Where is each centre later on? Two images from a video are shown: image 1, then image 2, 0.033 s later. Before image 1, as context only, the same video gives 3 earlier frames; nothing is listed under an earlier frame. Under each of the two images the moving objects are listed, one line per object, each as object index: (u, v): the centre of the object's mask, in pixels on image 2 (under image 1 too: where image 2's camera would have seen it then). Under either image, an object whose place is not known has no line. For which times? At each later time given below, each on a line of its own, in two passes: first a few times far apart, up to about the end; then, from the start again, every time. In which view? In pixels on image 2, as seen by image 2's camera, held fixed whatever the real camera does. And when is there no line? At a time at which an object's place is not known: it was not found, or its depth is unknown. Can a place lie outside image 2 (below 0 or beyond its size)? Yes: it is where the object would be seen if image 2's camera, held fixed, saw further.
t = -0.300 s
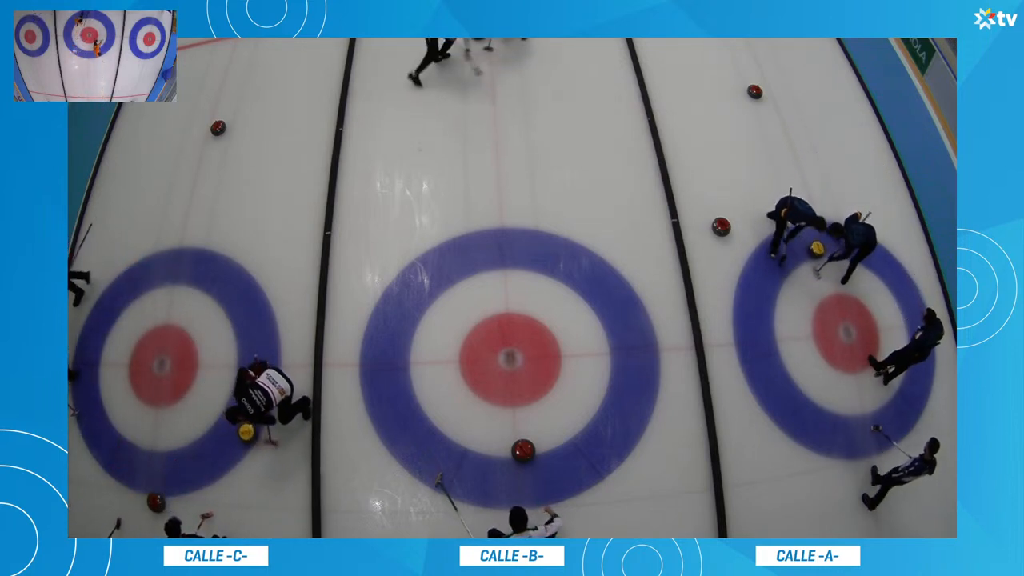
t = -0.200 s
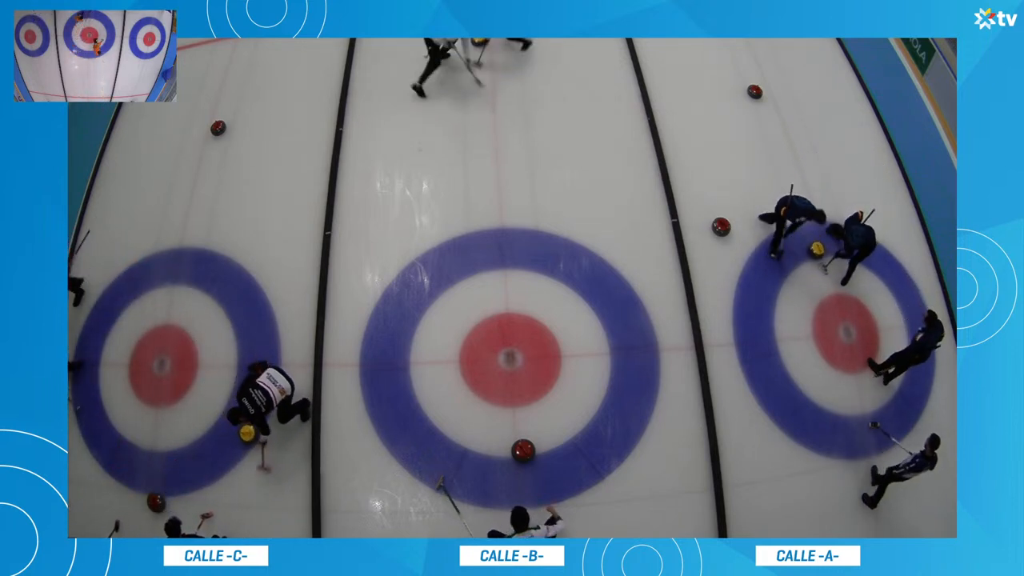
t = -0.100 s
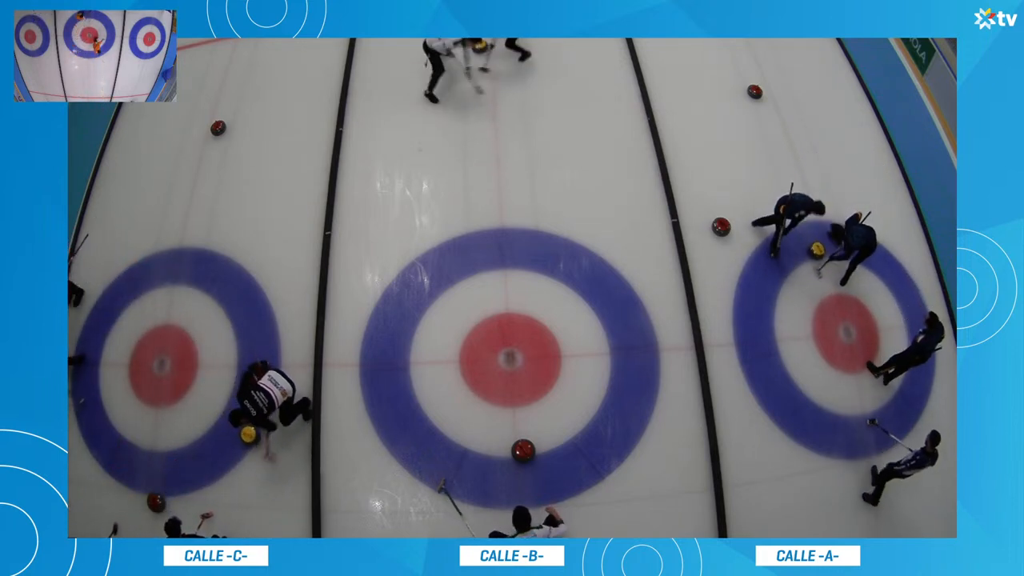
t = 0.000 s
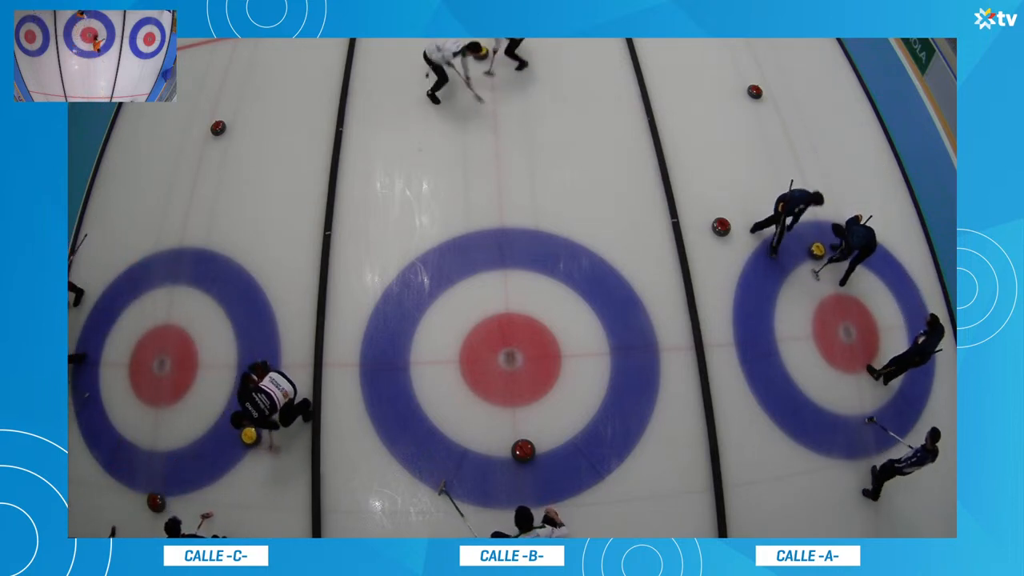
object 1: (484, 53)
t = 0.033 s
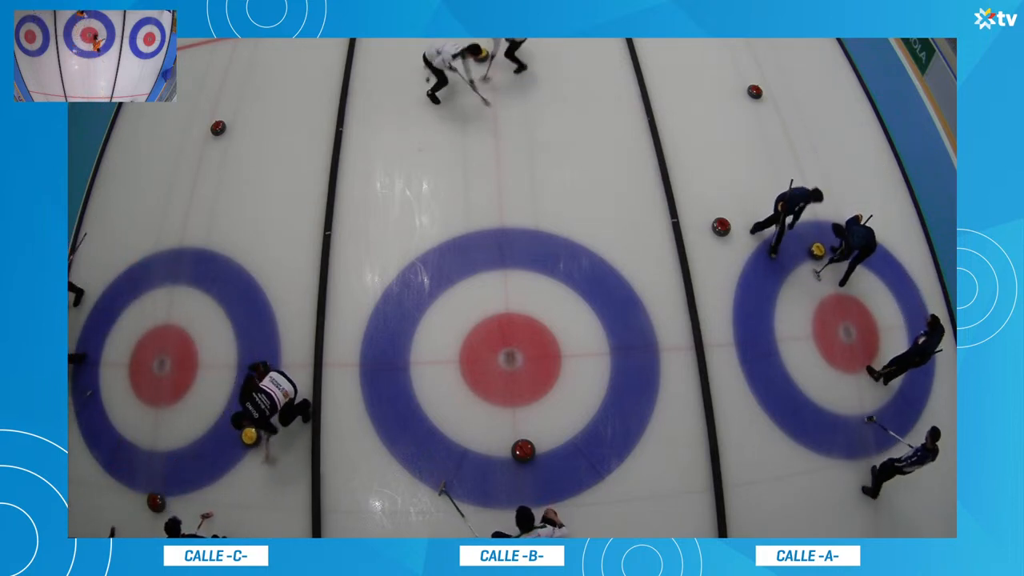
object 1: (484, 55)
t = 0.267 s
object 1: (486, 71)
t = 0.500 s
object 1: (489, 88)
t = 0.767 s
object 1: (490, 107)
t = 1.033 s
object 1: (491, 128)
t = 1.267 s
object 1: (492, 150)
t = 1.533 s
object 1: (495, 174)
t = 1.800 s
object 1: (498, 199)
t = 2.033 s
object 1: (502, 222)
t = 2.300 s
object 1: (506, 250)
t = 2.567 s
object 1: (509, 278)
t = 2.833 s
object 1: (514, 306)
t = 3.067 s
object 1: (518, 332)
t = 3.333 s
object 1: (522, 363)
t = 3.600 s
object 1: (527, 393)
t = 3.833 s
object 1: (532, 420)
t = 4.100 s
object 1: (541, 433)
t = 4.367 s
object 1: (552, 439)
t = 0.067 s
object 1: (484, 57)
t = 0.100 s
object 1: (485, 59)
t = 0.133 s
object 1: (485, 62)
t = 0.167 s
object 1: (486, 64)
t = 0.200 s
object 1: (486, 67)
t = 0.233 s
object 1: (486, 69)
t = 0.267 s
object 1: (486, 71)
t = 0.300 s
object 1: (487, 73)
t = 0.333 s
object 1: (487, 75)
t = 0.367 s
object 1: (488, 77)
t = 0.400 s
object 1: (488, 80)
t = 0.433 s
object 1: (489, 83)
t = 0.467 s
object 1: (489, 86)
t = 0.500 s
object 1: (489, 88)
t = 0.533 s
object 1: (489, 89)
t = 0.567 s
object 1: (489, 91)
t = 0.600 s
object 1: (488, 93)
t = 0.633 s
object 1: (488, 95)
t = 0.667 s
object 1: (489, 99)
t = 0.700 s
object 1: (490, 102)
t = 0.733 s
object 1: (490, 104)
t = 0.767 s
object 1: (490, 107)
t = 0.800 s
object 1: (490, 109)
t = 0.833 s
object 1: (490, 111)
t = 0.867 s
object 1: (490, 114)
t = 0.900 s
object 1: (491, 117)
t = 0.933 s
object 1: (492, 120)
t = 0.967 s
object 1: (492, 122)
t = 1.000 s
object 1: (492, 125)
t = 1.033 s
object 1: (491, 128)
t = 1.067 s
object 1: (491, 130)
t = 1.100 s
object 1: (492, 134)
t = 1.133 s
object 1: (492, 137)
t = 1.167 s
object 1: (492, 140)
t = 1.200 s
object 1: (492, 144)
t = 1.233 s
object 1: (492, 147)
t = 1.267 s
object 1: (492, 150)
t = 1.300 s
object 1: (492, 153)
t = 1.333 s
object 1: (493, 156)
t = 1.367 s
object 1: (493, 159)
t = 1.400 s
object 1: (493, 162)
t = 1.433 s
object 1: (494, 166)
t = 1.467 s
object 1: (494, 168)
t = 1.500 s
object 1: (495, 171)
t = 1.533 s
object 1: (495, 174)
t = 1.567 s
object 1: (496, 176)
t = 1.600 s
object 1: (496, 180)
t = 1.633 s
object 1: (496, 183)
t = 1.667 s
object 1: (496, 186)
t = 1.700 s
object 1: (497, 188)
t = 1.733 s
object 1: (497, 192)
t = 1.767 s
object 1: (498, 195)
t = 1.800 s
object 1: (498, 199)
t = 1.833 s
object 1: (499, 202)
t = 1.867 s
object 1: (499, 205)
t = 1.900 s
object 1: (499, 208)
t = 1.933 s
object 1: (500, 212)
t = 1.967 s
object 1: (500, 215)
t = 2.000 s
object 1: (501, 218)
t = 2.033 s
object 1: (502, 222)
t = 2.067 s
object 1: (502, 226)
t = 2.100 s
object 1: (503, 229)
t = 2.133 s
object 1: (503, 233)
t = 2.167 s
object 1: (504, 236)
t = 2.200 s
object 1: (504, 239)
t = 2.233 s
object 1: (505, 243)
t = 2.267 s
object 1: (505, 246)
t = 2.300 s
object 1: (506, 250)
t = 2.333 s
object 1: (506, 254)
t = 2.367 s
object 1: (507, 257)
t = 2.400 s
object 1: (507, 260)
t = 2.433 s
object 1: (507, 264)
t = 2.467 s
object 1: (508, 268)
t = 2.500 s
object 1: (509, 271)
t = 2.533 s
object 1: (509, 275)
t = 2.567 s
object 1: (509, 278)
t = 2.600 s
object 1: (509, 282)
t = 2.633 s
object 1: (510, 285)
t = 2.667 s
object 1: (511, 289)
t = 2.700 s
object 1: (511, 292)
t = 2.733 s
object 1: (511, 296)
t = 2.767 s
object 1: (512, 300)
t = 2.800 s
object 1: (513, 303)
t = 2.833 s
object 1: (514, 306)
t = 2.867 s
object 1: (514, 309)
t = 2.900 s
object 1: (515, 313)
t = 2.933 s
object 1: (516, 317)
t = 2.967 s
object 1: (516, 321)
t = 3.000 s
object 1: (517, 324)
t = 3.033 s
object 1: (517, 328)
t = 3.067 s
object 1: (518, 332)
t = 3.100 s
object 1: (518, 336)
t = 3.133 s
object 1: (519, 340)
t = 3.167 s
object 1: (520, 343)
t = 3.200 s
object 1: (520, 347)
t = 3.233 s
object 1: (521, 351)
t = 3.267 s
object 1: (521, 355)
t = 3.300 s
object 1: (522, 359)
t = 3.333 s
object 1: (522, 363)
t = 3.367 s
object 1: (523, 366)
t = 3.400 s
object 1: (524, 370)
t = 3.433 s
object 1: (524, 374)
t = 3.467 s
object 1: (525, 378)
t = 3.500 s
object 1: (525, 382)
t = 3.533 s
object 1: (526, 385)
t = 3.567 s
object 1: (527, 390)
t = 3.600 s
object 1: (527, 393)
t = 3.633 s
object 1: (528, 397)
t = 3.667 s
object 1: (528, 401)
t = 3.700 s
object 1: (529, 405)
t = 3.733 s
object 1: (530, 409)
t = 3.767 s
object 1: (530, 412)
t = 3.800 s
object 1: (531, 416)
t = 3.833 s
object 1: (532, 420)
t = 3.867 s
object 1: (532, 424)
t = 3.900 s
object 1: (533, 428)
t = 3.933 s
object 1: (534, 430)
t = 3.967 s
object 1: (535, 430)
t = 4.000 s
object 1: (537, 431)
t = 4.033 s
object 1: (538, 432)
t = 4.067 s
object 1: (540, 432)
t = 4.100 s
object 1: (541, 433)
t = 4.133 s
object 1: (542, 434)
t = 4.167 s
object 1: (544, 435)
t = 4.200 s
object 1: (545, 435)
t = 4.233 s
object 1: (546, 436)
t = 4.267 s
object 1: (548, 437)
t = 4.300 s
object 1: (549, 437)
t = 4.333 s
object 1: (550, 438)
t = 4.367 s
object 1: (552, 439)
